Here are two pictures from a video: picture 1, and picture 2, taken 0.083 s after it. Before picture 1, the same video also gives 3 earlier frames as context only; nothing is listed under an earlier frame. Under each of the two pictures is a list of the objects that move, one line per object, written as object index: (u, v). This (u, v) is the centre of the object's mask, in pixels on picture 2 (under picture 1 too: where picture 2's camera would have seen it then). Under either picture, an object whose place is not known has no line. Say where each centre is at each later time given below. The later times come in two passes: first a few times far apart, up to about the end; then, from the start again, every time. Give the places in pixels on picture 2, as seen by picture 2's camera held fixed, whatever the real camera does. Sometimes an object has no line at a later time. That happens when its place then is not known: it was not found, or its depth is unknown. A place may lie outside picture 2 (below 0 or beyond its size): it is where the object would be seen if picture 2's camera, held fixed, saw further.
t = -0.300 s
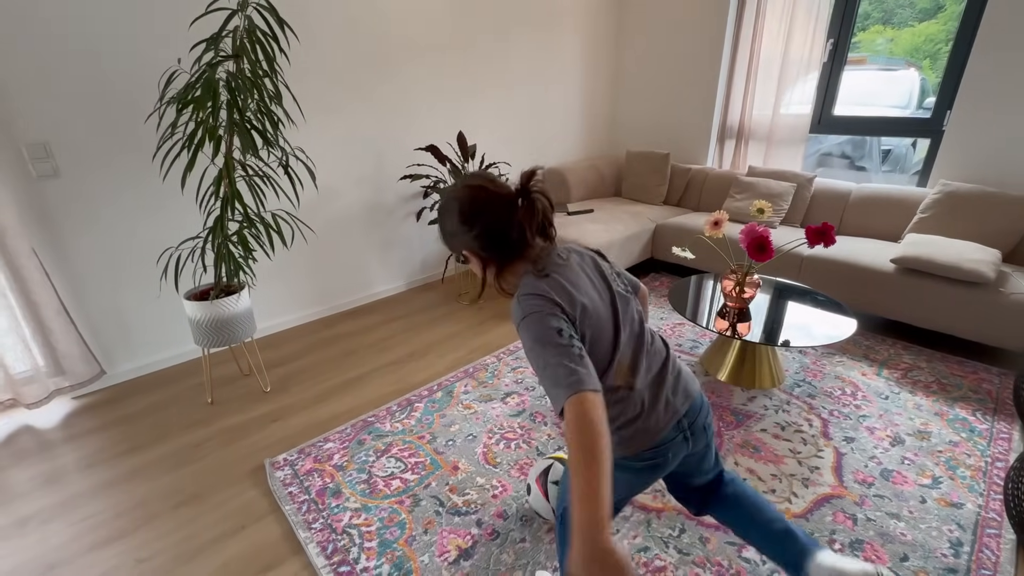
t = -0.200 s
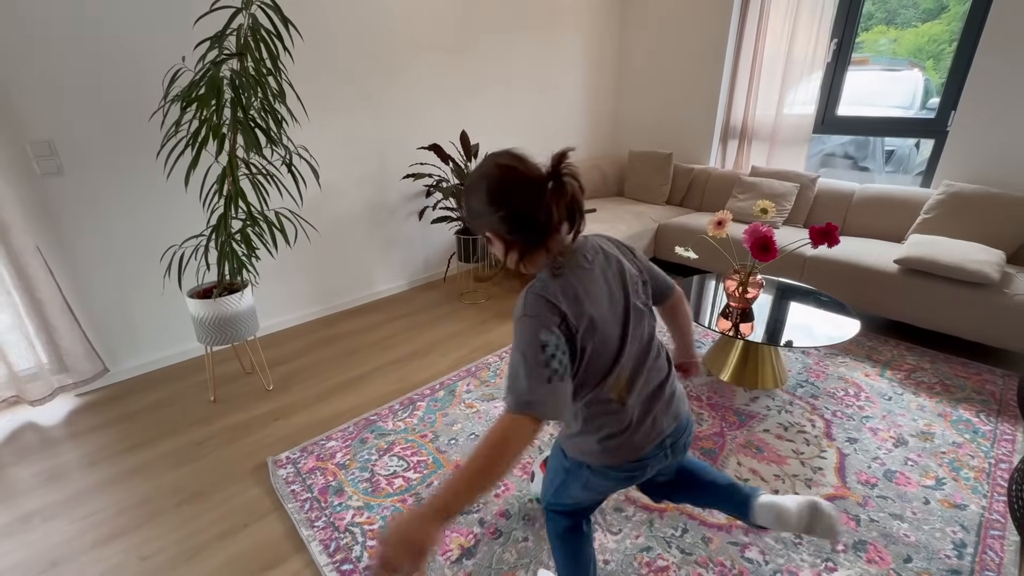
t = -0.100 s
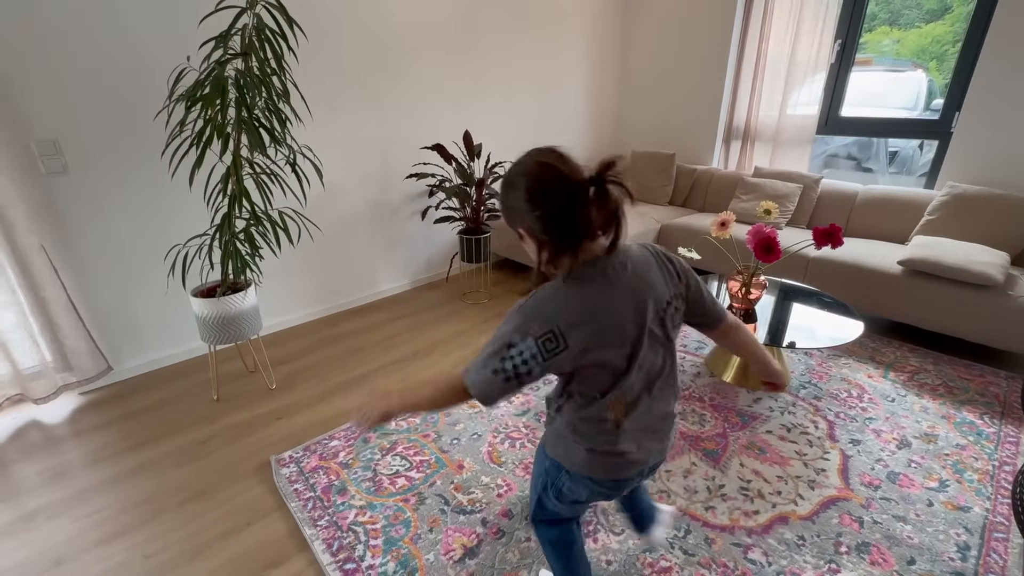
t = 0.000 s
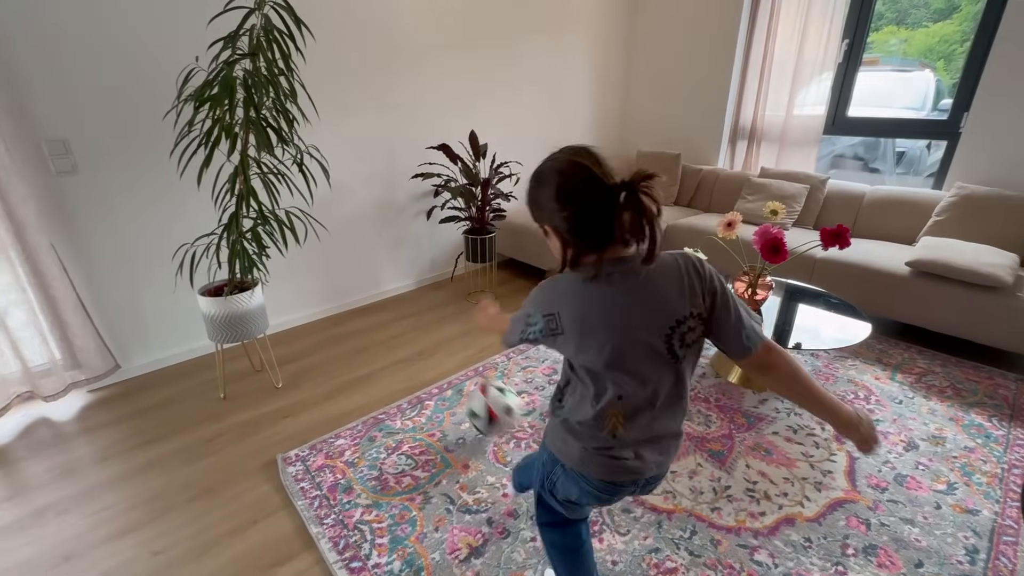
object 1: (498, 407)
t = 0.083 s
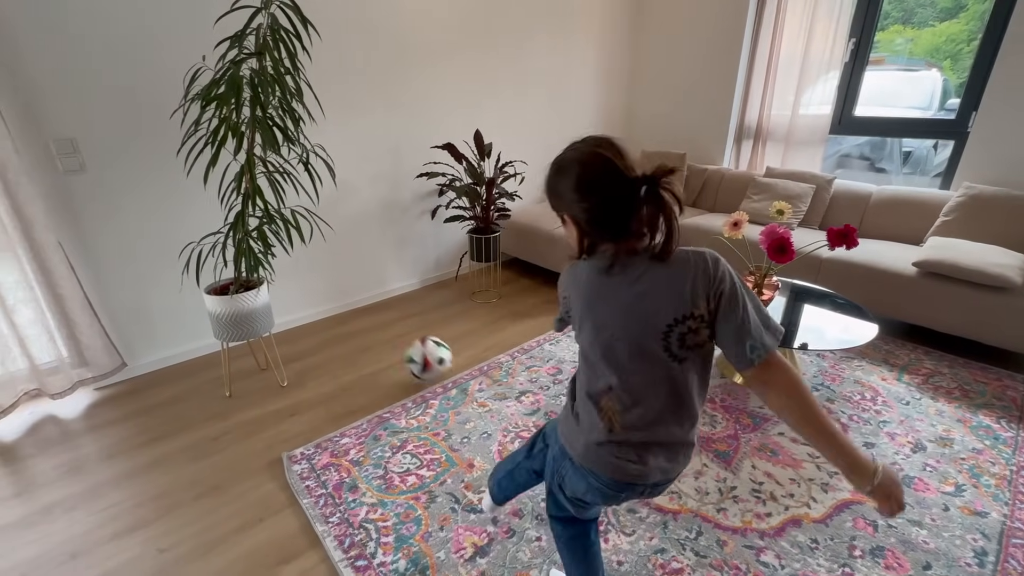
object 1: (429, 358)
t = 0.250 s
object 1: (351, 301)
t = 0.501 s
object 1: (410, 344)
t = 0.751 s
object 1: (484, 399)
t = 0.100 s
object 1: (418, 352)
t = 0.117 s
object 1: (407, 347)
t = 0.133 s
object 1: (398, 341)
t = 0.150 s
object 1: (390, 334)
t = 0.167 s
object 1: (383, 327)
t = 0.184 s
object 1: (376, 320)
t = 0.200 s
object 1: (369, 314)
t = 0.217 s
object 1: (362, 309)
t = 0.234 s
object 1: (357, 306)
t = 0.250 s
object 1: (351, 301)
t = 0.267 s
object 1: (345, 298)
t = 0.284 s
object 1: (345, 296)
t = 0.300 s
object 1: (349, 299)
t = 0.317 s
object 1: (353, 300)
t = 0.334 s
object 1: (357, 303)
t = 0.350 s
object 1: (363, 306)
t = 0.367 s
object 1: (368, 310)
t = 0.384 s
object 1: (373, 315)
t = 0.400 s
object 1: (379, 320)
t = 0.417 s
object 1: (384, 326)
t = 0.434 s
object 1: (390, 332)
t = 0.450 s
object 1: (396, 339)
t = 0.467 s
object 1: (401, 342)
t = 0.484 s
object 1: (405, 343)
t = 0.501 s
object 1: (410, 344)
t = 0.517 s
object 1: (414, 347)
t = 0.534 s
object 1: (419, 349)
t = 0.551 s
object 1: (424, 353)
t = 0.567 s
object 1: (429, 357)
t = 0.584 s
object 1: (434, 362)
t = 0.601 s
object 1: (440, 367)
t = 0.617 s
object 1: (446, 374)
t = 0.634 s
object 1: (451, 379)
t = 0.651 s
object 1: (455, 379)
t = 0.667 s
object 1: (460, 381)
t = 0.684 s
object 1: (464, 383)
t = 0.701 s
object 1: (469, 386)
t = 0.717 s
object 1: (474, 389)
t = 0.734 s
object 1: (479, 394)
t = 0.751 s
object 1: (484, 399)
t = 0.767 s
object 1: (491, 404)
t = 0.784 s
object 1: (494, 407)
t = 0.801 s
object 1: (500, 410)
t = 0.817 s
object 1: (505, 413)
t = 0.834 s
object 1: (511, 416)
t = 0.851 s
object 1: (516, 420)
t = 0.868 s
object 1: (522, 426)
